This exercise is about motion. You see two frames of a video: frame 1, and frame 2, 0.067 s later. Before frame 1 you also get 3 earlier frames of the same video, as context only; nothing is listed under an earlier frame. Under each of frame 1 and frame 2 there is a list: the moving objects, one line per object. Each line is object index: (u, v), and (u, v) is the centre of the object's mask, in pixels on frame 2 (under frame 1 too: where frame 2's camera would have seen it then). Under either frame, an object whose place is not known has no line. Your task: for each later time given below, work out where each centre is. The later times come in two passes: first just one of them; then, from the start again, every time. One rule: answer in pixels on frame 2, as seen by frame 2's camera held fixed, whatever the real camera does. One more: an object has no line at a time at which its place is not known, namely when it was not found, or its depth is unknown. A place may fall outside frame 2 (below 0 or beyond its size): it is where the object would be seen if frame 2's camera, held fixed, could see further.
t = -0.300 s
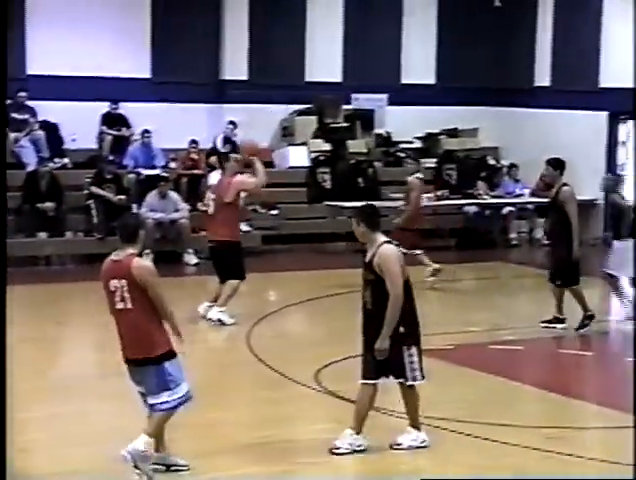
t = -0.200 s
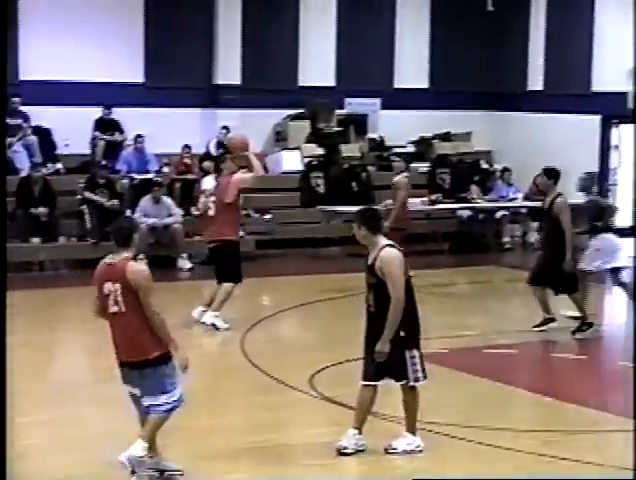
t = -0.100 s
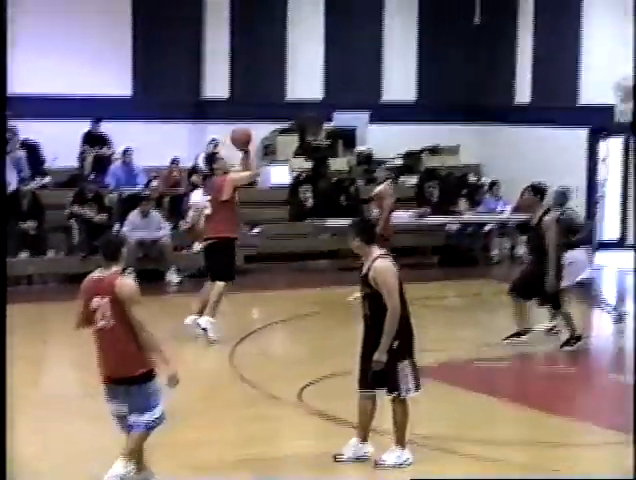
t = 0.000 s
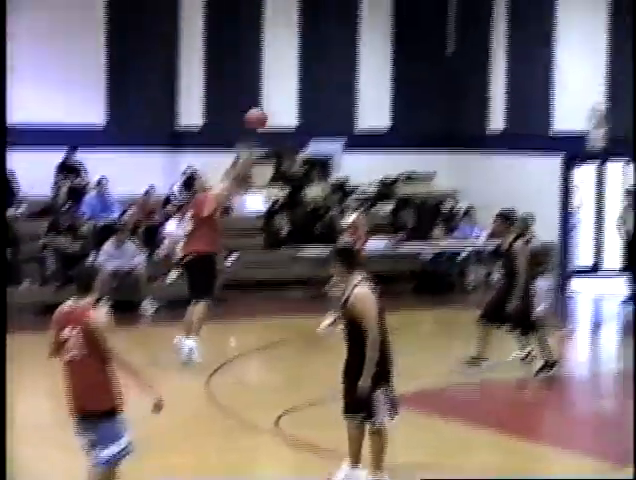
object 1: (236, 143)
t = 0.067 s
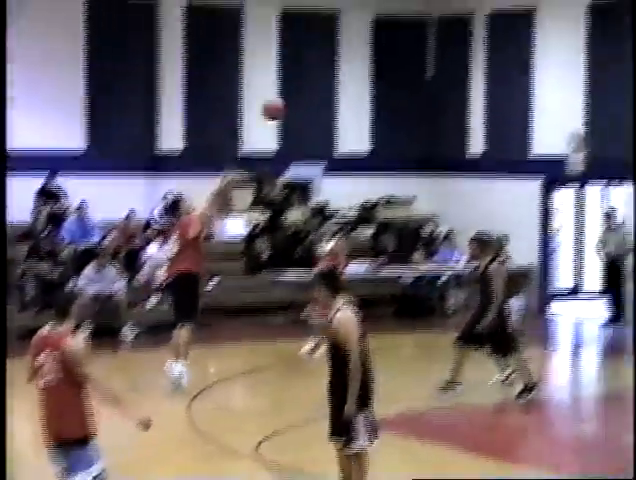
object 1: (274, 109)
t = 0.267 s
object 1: (378, 31)
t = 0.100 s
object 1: (292, 93)
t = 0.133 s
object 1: (308, 77)
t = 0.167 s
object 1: (325, 65)
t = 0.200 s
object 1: (343, 53)
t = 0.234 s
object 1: (362, 42)
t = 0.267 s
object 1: (378, 31)
